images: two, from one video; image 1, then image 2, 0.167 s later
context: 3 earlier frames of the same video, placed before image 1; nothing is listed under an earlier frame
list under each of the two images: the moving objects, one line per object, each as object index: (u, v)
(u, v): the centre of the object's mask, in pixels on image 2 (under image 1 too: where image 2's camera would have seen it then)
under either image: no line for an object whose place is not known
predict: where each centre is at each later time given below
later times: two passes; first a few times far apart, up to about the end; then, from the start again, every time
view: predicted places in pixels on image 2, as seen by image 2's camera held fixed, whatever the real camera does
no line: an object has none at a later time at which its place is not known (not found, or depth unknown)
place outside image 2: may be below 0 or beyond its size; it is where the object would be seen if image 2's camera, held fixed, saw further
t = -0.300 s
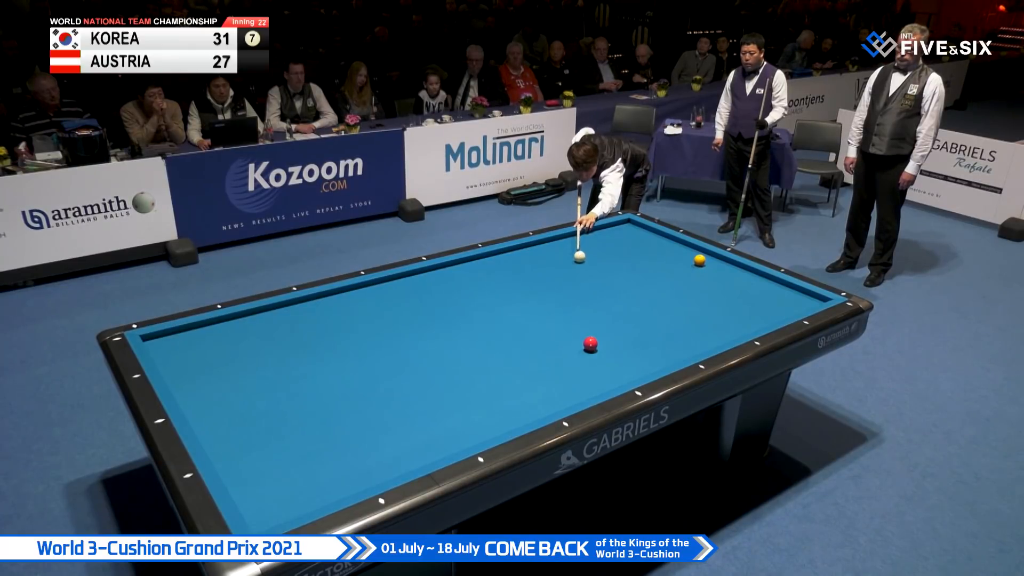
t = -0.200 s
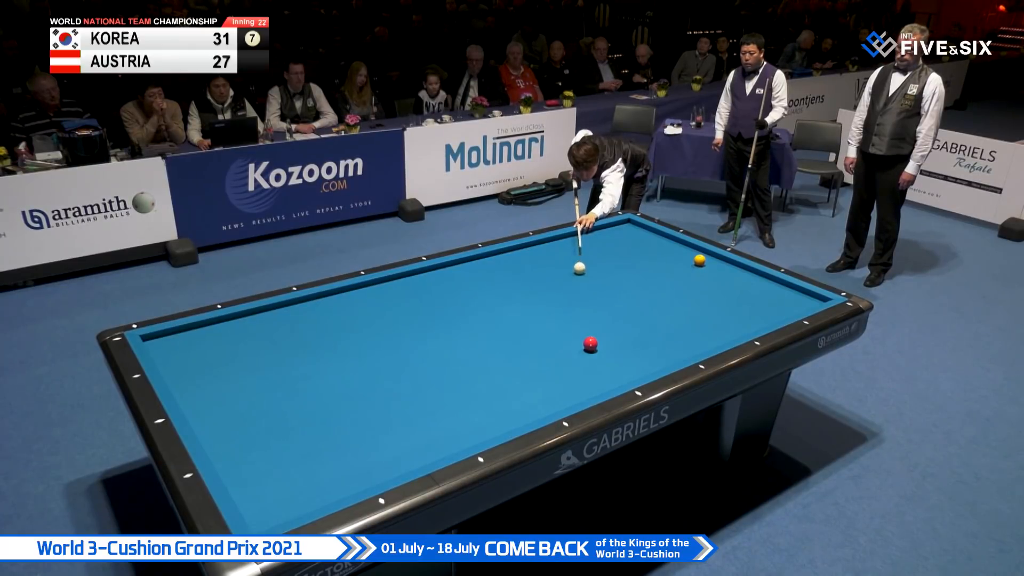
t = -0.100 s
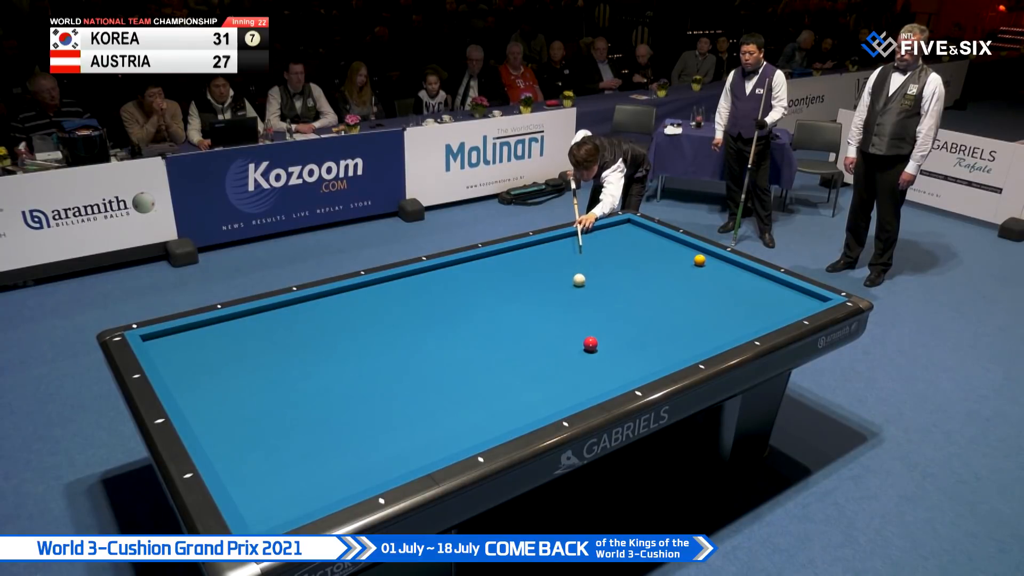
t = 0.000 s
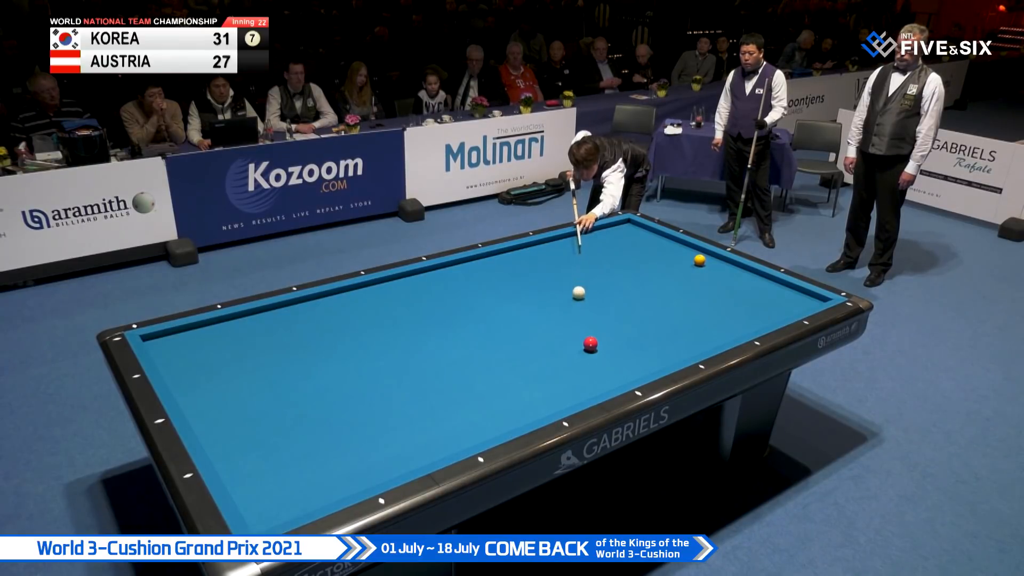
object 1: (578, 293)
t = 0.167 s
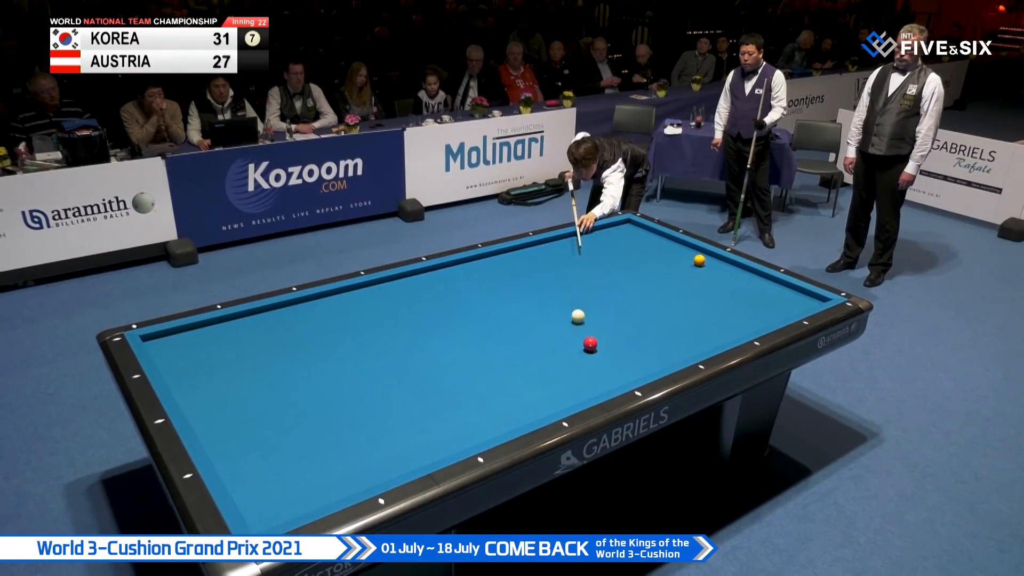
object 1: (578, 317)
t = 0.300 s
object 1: (577, 338)
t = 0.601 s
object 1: (540, 382)
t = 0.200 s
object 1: (578, 322)
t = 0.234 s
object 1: (578, 327)
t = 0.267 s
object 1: (577, 332)
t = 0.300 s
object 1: (577, 338)
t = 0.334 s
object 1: (575, 343)
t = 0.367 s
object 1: (570, 347)
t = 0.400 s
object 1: (566, 352)
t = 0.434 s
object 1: (562, 357)
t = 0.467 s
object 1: (558, 362)
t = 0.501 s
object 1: (554, 367)
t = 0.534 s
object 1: (549, 372)
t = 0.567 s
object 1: (545, 377)
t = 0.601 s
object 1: (540, 382)
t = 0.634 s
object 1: (536, 388)
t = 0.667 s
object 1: (531, 393)
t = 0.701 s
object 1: (526, 399)
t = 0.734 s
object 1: (521, 405)
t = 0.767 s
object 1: (516, 411)
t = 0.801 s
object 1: (511, 417)
